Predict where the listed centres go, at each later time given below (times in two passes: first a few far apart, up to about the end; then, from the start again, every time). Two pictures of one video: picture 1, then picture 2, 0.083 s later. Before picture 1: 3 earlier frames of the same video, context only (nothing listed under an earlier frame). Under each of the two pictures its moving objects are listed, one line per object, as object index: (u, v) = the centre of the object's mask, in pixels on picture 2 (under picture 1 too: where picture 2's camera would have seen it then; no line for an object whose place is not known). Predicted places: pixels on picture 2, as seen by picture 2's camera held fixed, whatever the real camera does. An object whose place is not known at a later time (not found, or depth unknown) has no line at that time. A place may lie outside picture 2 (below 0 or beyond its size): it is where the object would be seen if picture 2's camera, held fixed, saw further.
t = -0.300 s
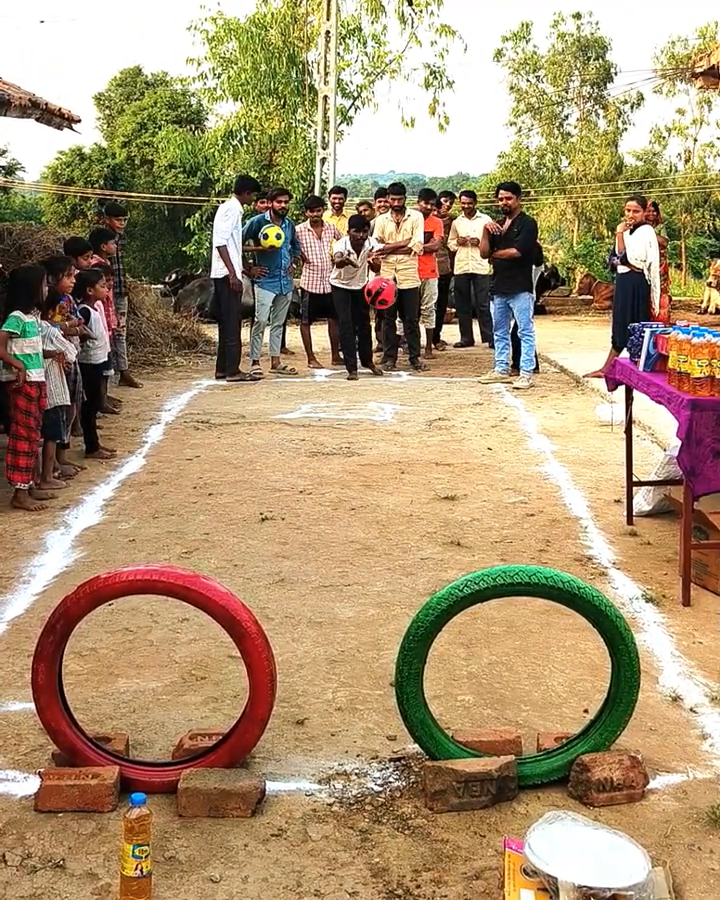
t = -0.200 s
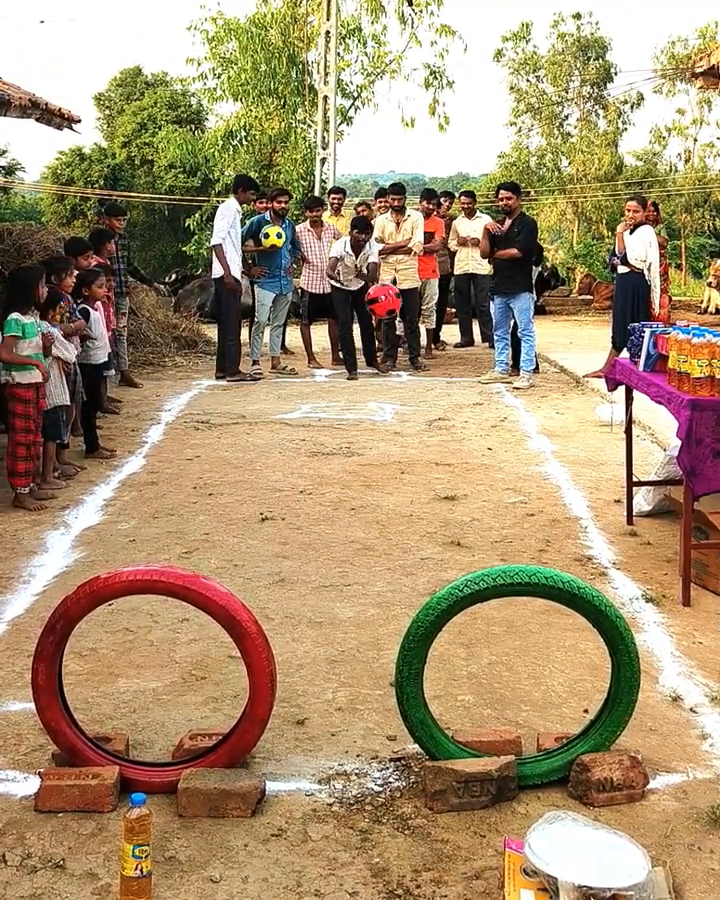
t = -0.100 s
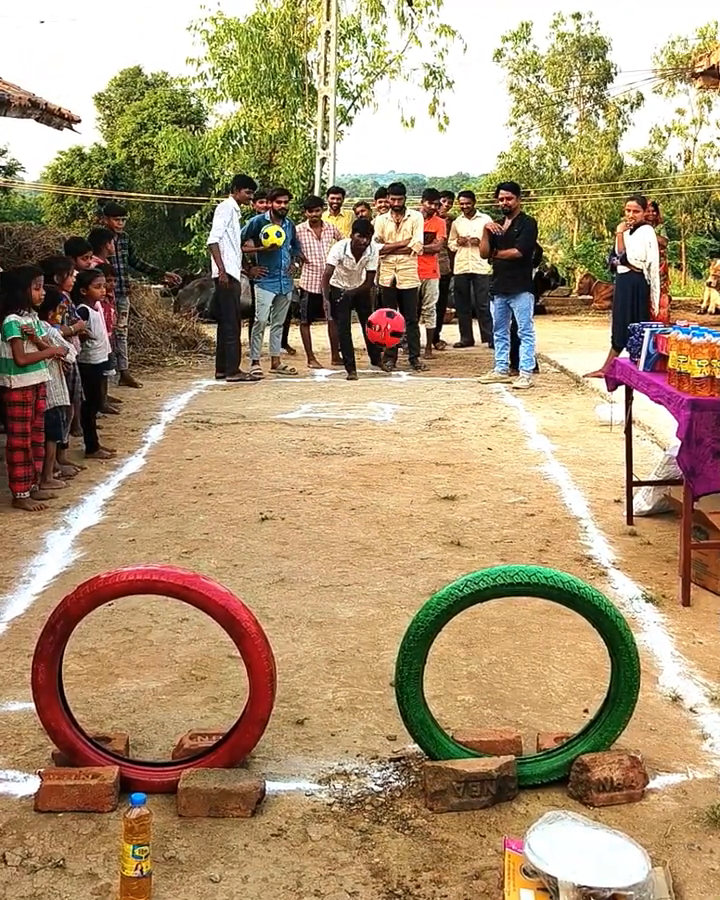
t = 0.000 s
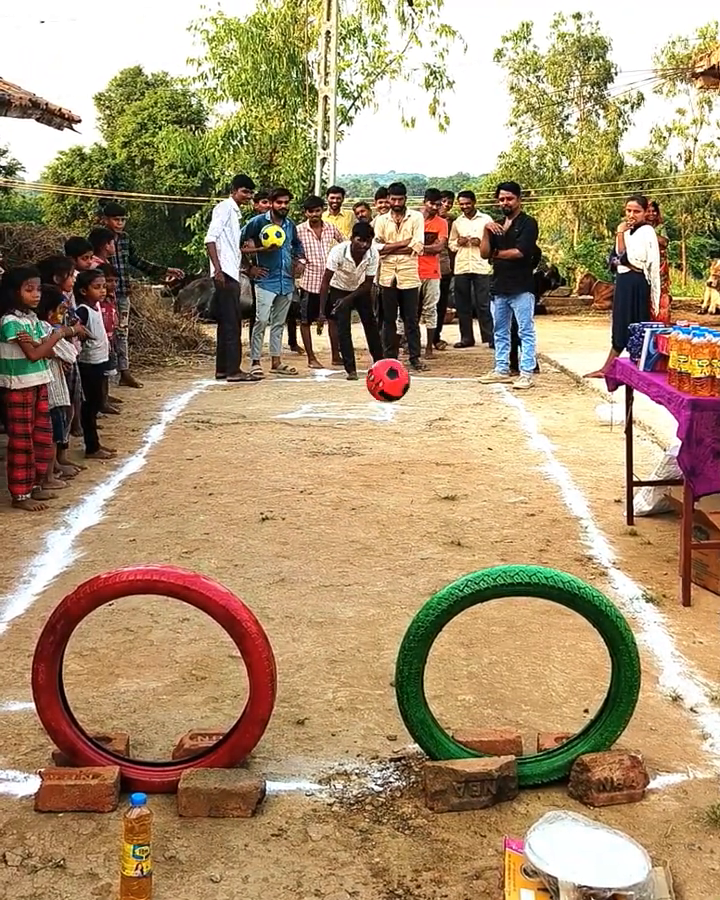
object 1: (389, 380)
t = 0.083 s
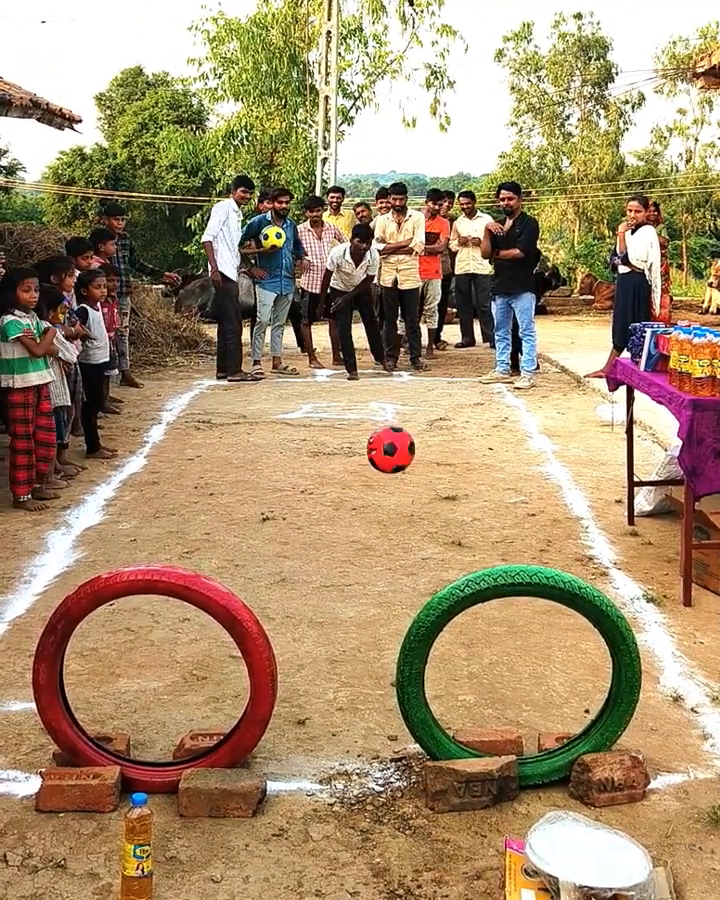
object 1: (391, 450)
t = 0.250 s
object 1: (401, 498)
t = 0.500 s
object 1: (431, 502)
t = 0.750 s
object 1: (485, 765)
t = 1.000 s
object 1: (460, 715)
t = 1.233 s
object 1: (410, 854)
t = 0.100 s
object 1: (391, 467)
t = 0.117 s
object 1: (391, 486)
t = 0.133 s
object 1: (392, 506)
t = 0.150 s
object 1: (392, 527)
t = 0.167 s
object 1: (393, 531)
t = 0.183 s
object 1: (395, 523)
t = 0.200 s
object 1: (396, 516)
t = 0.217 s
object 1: (398, 510)
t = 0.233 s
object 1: (399, 504)
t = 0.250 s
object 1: (401, 498)
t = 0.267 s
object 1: (402, 493)
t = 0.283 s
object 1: (404, 489)
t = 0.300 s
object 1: (406, 486)
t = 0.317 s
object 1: (407, 482)
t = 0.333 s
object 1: (409, 480)
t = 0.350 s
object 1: (411, 479)
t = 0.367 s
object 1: (413, 478)
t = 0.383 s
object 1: (415, 479)
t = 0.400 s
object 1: (417, 480)
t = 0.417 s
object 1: (419, 481)
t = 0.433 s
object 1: (421, 484)
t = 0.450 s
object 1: (424, 487)
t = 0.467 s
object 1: (426, 491)
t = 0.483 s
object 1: (428, 496)
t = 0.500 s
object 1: (431, 502)
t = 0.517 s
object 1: (434, 510)
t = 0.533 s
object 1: (437, 519)
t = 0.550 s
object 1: (439, 529)
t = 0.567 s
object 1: (442, 540)
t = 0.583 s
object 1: (444, 551)
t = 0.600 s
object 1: (444, 559)
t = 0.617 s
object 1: (443, 569)
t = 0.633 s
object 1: (441, 577)
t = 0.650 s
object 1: (469, 633)
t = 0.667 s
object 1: (468, 644)
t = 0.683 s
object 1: (468, 660)
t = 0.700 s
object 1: (470, 682)
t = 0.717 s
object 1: (475, 709)
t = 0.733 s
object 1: (480, 735)
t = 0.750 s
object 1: (485, 765)
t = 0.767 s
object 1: (491, 796)
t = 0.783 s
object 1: (492, 811)
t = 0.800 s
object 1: (492, 801)
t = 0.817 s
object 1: (490, 788)
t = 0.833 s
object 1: (487, 775)
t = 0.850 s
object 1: (484, 763)
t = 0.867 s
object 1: (482, 755)
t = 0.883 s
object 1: (479, 746)
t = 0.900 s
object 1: (476, 737)
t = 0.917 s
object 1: (474, 730)
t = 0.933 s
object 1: (471, 724)
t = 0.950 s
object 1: (468, 720)
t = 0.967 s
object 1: (466, 718)
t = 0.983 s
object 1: (463, 717)
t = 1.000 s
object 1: (460, 715)
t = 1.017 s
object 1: (457, 716)
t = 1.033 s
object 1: (454, 718)
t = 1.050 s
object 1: (450, 722)
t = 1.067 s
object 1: (448, 727)
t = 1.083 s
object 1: (444, 734)
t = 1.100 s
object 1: (441, 743)
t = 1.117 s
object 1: (438, 754)
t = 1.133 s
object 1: (434, 765)
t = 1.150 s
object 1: (430, 777)
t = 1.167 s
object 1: (427, 792)
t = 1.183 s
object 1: (422, 809)
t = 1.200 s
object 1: (418, 828)
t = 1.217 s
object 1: (414, 842)
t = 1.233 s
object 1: (410, 854)
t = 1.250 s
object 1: (406, 866)
